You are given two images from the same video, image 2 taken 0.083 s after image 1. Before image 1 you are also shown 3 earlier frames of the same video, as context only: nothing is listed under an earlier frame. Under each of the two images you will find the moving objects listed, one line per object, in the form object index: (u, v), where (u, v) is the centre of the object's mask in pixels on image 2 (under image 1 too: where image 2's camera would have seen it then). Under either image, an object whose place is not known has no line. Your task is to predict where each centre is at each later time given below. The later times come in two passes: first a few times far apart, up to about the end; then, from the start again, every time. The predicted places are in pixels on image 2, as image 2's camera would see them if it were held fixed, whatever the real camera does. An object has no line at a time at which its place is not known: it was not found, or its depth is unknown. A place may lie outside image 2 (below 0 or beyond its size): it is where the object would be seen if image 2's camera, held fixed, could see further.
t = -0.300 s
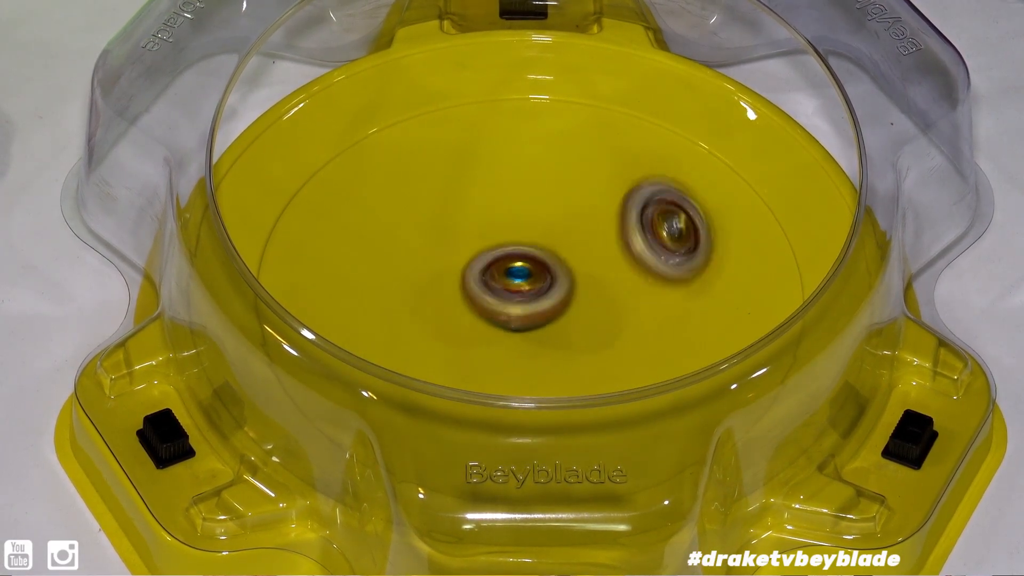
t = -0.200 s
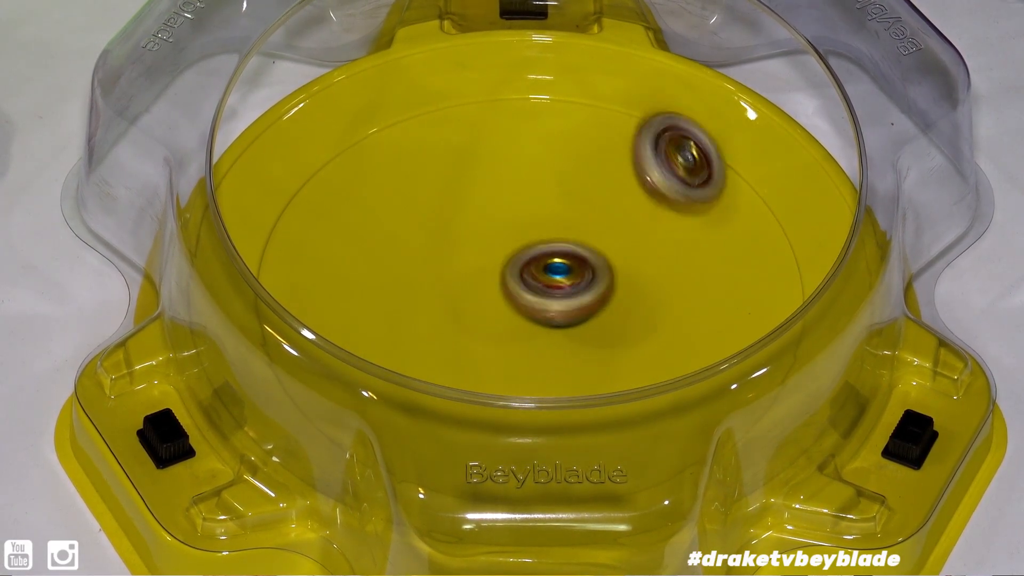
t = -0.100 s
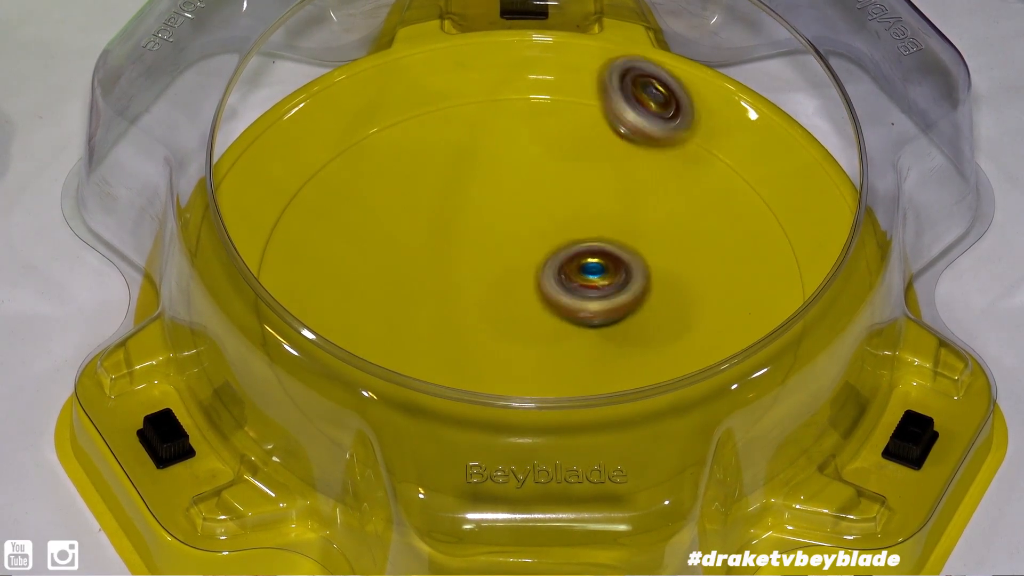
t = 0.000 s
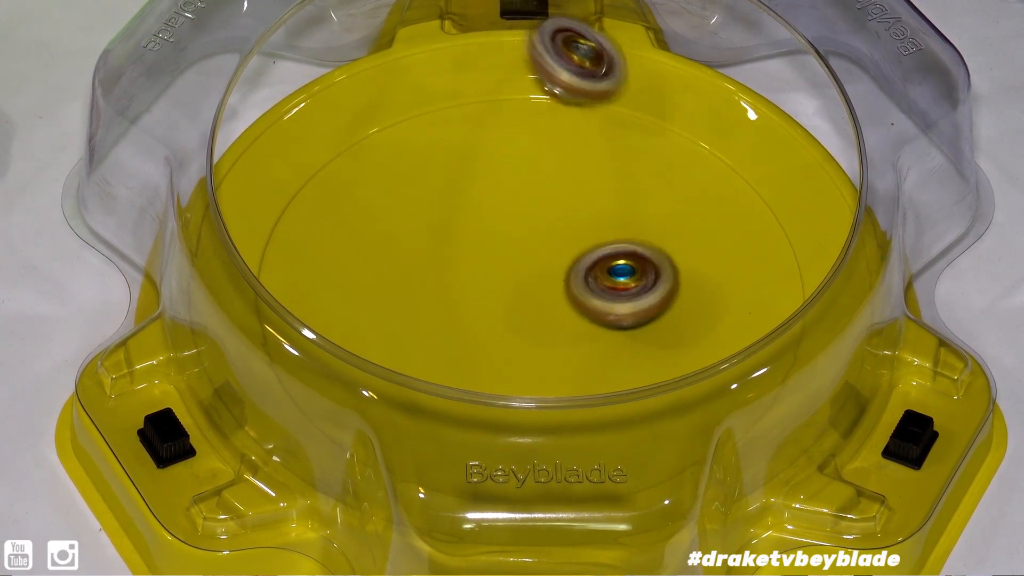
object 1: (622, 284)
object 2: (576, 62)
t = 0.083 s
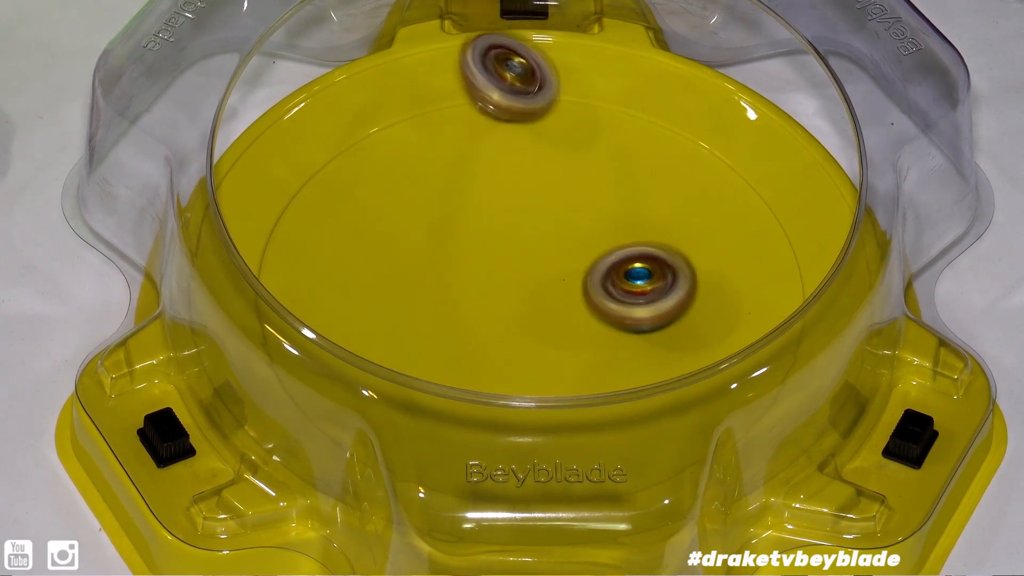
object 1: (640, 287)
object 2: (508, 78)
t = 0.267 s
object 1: (655, 297)
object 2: (409, 196)
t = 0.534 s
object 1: (619, 302)
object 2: (503, 392)
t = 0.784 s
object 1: (542, 282)
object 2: (653, 368)
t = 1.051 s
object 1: (485, 246)
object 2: (626, 277)
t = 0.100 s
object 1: (643, 287)
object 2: (495, 78)
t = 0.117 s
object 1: (646, 288)
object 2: (482, 82)
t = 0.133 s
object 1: (648, 289)
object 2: (469, 90)
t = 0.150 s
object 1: (650, 290)
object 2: (458, 103)
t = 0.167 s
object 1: (653, 291)
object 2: (447, 119)
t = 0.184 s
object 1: (653, 292)
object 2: (438, 130)
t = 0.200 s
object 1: (654, 293)
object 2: (429, 143)
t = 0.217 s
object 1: (655, 293)
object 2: (423, 154)
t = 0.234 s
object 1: (656, 295)
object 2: (417, 167)
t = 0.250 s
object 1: (656, 295)
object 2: (413, 180)
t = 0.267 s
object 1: (655, 297)
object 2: (409, 196)
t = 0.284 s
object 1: (656, 297)
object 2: (406, 212)
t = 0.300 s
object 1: (655, 298)
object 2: (406, 226)
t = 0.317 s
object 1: (653, 299)
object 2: (406, 242)
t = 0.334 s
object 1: (653, 299)
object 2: (408, 257)
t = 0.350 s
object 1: (651, 300)
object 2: (409, 273)
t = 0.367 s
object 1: (650, 301)
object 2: (414, 289)
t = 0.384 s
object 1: (648, 301)
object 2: (419, 301)
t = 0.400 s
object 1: (646, 302)
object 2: (424, 315)
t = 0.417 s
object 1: (644, 302)
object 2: (432, 328)
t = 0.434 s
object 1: (641, 302)
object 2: (440, 338)
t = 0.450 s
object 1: (639, 302)
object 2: (451, 346)
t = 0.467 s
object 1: (635, 302)
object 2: (458, 362)
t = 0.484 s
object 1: (631, 302)
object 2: (468, 367)
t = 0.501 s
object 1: (628, 302)
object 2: (480, 377)
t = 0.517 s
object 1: (624, 302)
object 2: (491, 385)
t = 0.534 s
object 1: (619, 302)
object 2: (503, 392)
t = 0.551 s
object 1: (615, 301)
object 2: (515, 396)
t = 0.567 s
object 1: (611, 301)
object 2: (527, 397)
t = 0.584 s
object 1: (606, 300)
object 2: (539, 410)
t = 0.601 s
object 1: (600, 298)
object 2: (550, 404)
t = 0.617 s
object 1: (596, 298)
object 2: (561, 410)
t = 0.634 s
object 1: (590, 296)
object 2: (576, 410)
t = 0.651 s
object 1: (584, 295)
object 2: (586, 402)
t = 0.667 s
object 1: (580, 294)
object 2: (597, 399)
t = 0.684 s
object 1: (574, 293)
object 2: (606, 396)
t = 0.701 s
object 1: (568, 291)
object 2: (616, 393)
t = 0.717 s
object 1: (563, 288)
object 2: (624, 388)
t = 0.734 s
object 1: (557, 288)
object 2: (633, 384)
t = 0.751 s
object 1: (552, 286)
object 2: (640, 379)
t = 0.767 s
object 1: (547, 283)
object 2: (647, 373)
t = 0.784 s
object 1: (542, 282)
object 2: (653, 368)
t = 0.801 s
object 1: (537, 279)
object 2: (657, 362)
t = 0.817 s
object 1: (532, 276)
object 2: (661, 356)
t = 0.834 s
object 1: (528, 275)
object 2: (664, 349)
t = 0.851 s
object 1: (524, 273)
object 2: (666, 339)
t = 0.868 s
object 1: (519, 271)
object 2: (667, 335)
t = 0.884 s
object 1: (517, 268)
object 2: (668, 331)
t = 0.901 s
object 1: (512, 266)
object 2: (667, 326)
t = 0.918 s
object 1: (508, 264)
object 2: (666, 319)
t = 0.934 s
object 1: (505, 261)
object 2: (663, 313)
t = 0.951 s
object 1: (501, 259)
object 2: (660, 308)
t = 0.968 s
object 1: (498, 257)
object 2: (657, 302)
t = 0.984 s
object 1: (496, 254)
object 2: (651, 296)
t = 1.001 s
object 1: (492, 252)
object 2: (646, 291)
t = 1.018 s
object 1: (489, 250)
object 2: (639, 286)
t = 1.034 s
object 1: (488, 247)
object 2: (633, 282)
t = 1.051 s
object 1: (485, 246)
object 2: (626, 277)
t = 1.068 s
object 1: (482, 244)
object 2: (618, 273)
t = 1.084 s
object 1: (481, 241)
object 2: (611, 270)
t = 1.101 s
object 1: (478, 240)
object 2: (602, 266)
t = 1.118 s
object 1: (477, 238)
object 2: (594, 264)
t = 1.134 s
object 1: (476, 235)
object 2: (585, 261)
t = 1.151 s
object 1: (472, 233)
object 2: (580, 260)
